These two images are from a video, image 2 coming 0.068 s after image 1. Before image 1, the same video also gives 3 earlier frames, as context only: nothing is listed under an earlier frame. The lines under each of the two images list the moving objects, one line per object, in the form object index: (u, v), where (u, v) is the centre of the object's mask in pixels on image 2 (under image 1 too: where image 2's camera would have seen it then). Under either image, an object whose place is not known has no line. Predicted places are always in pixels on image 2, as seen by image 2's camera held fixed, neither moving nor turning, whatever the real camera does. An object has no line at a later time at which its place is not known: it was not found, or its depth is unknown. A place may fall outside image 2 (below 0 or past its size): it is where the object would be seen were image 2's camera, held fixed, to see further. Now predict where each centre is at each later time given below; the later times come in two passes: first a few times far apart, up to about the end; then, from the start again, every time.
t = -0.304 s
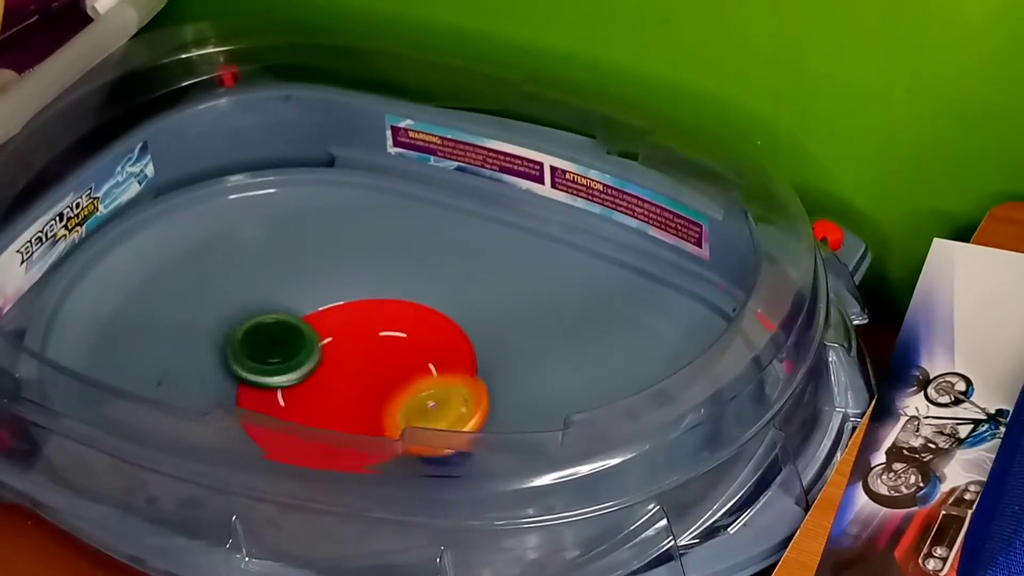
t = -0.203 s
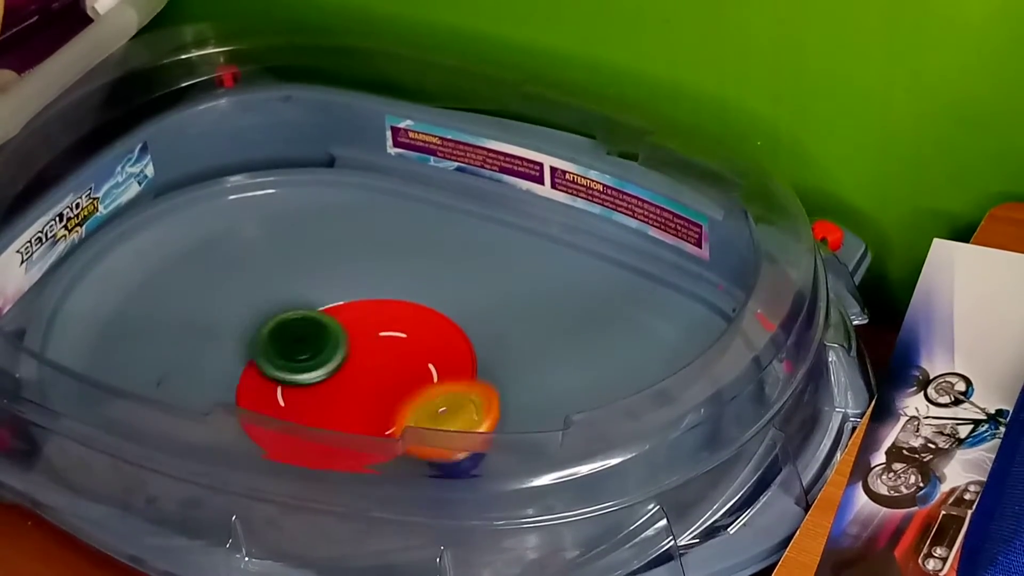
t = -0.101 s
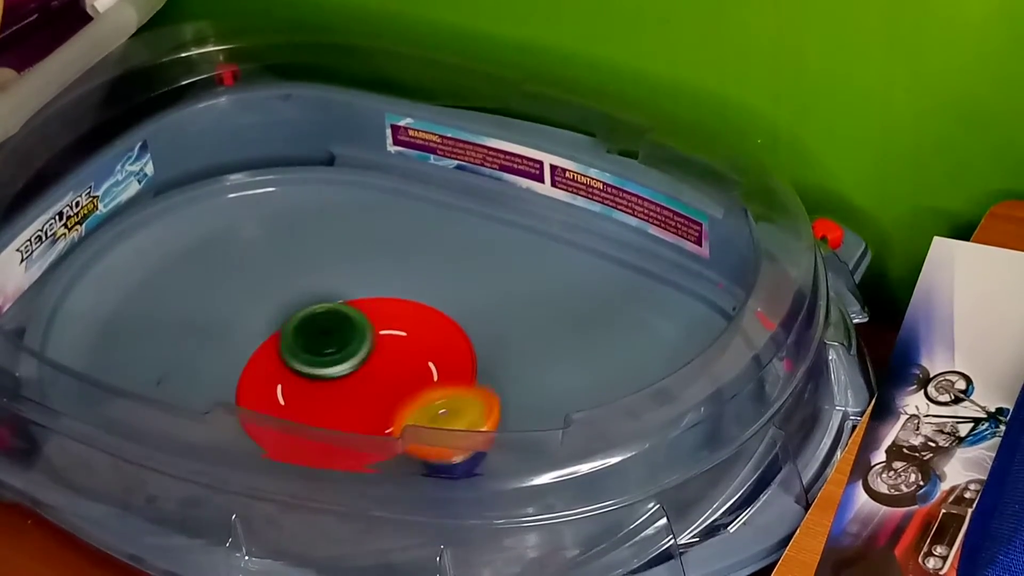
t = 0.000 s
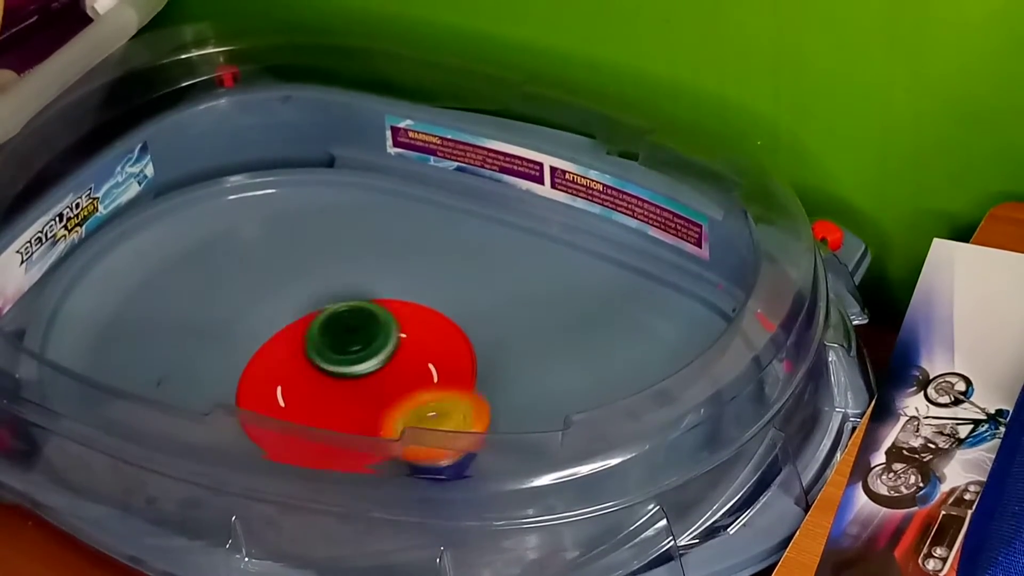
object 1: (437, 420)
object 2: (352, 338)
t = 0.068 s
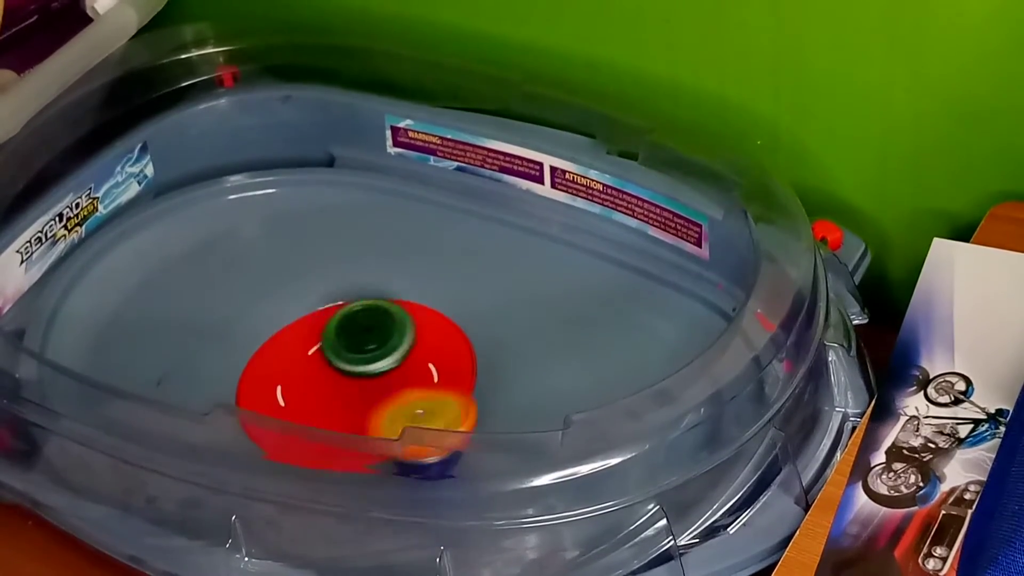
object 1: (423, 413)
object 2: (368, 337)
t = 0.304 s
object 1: (378, 400)
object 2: (415, 329)
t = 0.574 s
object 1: (274, 388)
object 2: (404, 349)
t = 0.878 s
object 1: (257, 353)
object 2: (368, 395)
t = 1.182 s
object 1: (346, 324)
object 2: (318, 407)
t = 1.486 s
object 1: (412, 340)
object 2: (284, 394)
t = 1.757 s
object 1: (386, 391)
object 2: (287, 366)
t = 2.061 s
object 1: (294, 399)
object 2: (329, 340)
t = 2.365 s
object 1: (263, 368)
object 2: (376, 338)
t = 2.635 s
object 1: (241, 321)
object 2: (429, 359)
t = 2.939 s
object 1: (303, 350)
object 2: (397, 396)
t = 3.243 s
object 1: (389, 341)
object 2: (336, 428)
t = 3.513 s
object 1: (389, 360)
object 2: (290, 403)
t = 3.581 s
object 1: (385, 367)
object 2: (279, 393)
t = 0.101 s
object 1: (416, 412)
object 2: (376, 337)
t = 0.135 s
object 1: (409, 411)
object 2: (383, 338)
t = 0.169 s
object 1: (403, 409)
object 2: (390, 338)
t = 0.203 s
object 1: (400, 405)
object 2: (397, 339)
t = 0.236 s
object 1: (398, 400)
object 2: (403, 338)
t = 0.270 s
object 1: (389, 397)
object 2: (409, 334)
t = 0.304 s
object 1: (378, 400)
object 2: (415, 329)
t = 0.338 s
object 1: (366, 402)
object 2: (417, 325)
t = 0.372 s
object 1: (353, 402)
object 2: (416, 325)
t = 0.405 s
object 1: (339, 401)
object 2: (413, 327)
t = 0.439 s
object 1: (326, 400)
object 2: (412, 330)
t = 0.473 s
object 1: (313, 398)
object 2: (410, 334)
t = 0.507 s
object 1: (298, 396)
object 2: (409, 339)
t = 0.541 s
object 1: (286, 392)
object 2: (407, 344)
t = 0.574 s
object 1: (274, 388)
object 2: (404, 349)
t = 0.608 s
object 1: (264, 384)
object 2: (402, 354)
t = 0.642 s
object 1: (255, 380)
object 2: (399, 360)
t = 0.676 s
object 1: (248, 376)
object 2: (395, 365)
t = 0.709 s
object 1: (246, 373)
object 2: (392, 371)
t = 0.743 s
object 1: (247, 371)
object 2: (388, 376)
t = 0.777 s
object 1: (246, 367)
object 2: (384, 381)
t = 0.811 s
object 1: (248, 362)
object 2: (379, 386)
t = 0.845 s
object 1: (252, 357)
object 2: (374, 390)
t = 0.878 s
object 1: (257, 353)
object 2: (368, 395)
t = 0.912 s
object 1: (262, 349)
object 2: (362, 399)
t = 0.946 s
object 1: (271, 345)
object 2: (356, 402)
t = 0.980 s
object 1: (279, 341)
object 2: (350, 403)
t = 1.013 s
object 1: (290, 337)
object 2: (344, 405)
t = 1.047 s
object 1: (300, 334)
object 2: (339, 406)
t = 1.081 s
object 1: (312, 331)
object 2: (334, 407)
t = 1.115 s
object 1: (322, 329)
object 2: (329, 407)
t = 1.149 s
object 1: (335, 326)
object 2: (324, 408)
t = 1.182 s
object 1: (346, 324)
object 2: (318, 407)
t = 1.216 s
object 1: (356, 323)
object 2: (312, 406)
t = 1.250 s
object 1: (366, 323)
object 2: (305, 405)
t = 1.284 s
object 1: (376, 323)
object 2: (301, 404)
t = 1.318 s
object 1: (385, 324)
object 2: (297, 403)
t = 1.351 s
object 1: (392, 326)
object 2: (295, 402)
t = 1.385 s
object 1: (399, 328)
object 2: (292, 400)
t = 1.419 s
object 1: (405, 331)
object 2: (289, 398)
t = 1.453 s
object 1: (409, 335)
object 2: (286, 396)
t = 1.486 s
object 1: (412, 340)
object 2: (284, 394)
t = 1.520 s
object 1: (414, 345)
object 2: (281, 392)
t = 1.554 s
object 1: (415, 353)
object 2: (280, 389)
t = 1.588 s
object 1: (414, 360)
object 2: (280, 387)
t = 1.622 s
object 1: (409, 363)
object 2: (279, 384)
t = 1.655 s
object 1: (407, 372)
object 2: (280, 380)
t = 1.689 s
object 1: (401, 378)
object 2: (282, 376)
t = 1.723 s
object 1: (393, 381)
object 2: (285, 371)
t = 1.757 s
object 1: (386, 391)
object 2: (287, 366)
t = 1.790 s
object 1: (377, 395)
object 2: (290, 362)
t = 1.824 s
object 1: (367, 399)
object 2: (293, 358)
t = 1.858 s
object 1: (358, 401)
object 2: (297, 354)
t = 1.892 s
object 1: (345, 402)
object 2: (301, 351)
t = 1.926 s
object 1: (335, 403)
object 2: (306, 348)
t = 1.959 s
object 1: (324, 403)
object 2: (311, 345)
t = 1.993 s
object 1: (312, 402)
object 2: (317, 343)
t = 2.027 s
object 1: (304, 401)
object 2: (324, 341)
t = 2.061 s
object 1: (294, 399)
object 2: (329, 340)
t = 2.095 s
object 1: (285, 396)
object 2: (334, 339)
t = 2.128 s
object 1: (274, 404)
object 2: (340, 338)
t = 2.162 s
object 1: (271, 390)
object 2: (345, 337)
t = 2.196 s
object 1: (265, 387)
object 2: (351, 336)
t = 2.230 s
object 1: (262, 384)
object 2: (356, 336)
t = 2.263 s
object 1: (260, 380)
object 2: (362, 336)
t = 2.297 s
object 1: (259, 376)
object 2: (367, 336)
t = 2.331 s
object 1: (261, 372)
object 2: (372, 337)
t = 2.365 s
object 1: (263, 368)
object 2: (376, 338)
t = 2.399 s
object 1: (268, 362)
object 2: (379, 340)
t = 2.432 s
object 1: (274, 357)
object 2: (383, 343)
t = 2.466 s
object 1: (280, 352)
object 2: (385, 346)
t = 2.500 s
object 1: (271, 343)
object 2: (399, 349)
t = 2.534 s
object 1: (256, 336)
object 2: (413, 350)
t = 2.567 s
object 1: (249, 328)
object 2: (422, 353)
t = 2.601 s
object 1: (242, 322)
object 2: (426, 356)
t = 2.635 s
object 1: (241, 321)
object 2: (429, 359)
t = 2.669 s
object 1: (236, 322)
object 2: (429, 362)
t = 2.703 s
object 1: (237, 323)
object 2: (428, 367)
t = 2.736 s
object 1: (239, 326)
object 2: (426, 371)
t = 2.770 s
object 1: (244, 330)
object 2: (423, 376)
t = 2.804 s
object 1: (251, 335)
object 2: (419, 380)
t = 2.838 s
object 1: (262, 338)
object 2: (415, 384)
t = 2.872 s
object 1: (274, 341)
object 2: (410, 388)
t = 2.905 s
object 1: (287, 346)
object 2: (404, 393)
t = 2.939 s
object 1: (303, 350)
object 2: (397, 396)
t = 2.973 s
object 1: (317, 354)
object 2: (389, 400)
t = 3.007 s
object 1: (332, 349)
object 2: (386, 406)
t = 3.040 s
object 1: (344, 348)
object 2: (385, 409)
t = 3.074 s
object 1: (350, 346)
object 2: (382, 410)
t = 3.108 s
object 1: (360, 342)
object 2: (375, 412)
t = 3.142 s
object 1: (369, 342)
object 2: (367, 414)
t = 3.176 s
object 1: (376, 340)
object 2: (349, 426)
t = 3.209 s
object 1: (385, 340)
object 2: (341, 429)
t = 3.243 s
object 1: (389, 341)
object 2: (336, 428)
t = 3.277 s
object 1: (393, 341)
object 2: (333, 423)
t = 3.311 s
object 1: (397, 343)
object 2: (328, 421)
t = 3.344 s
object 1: (398, 344)
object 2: (323, 418)
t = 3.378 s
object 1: (399, 346)
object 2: (313, 420)
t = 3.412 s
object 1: (399, 349)
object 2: (305, 417)
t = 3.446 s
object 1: (396, 352)
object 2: (298, 413)
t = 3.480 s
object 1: (394, 355)
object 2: (294, 408)
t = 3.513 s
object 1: (389, 360)
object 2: (290, 403)
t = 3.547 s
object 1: (382, 365)
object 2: (288, 397)
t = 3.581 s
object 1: (385, 367)
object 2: (279, 393)
